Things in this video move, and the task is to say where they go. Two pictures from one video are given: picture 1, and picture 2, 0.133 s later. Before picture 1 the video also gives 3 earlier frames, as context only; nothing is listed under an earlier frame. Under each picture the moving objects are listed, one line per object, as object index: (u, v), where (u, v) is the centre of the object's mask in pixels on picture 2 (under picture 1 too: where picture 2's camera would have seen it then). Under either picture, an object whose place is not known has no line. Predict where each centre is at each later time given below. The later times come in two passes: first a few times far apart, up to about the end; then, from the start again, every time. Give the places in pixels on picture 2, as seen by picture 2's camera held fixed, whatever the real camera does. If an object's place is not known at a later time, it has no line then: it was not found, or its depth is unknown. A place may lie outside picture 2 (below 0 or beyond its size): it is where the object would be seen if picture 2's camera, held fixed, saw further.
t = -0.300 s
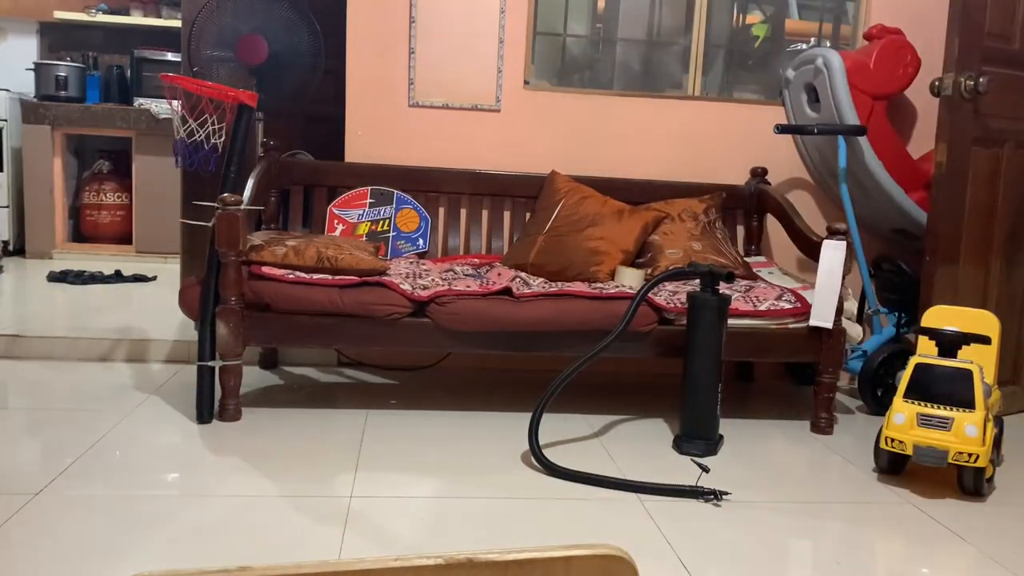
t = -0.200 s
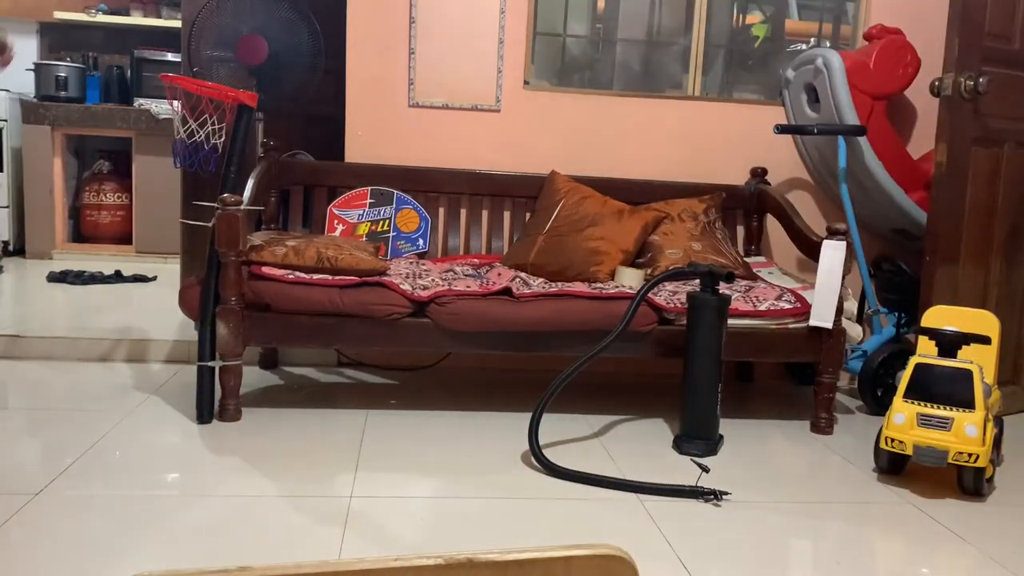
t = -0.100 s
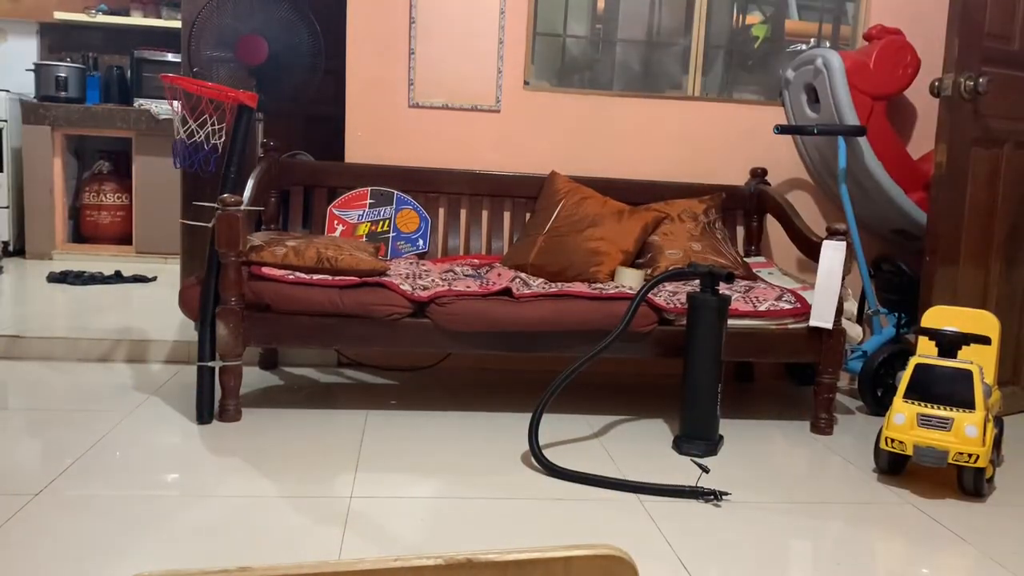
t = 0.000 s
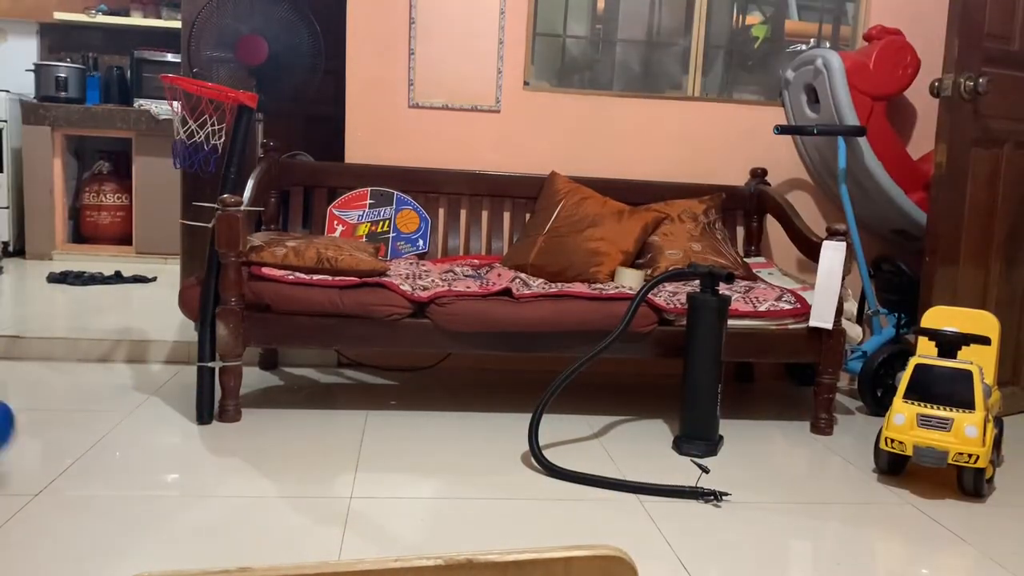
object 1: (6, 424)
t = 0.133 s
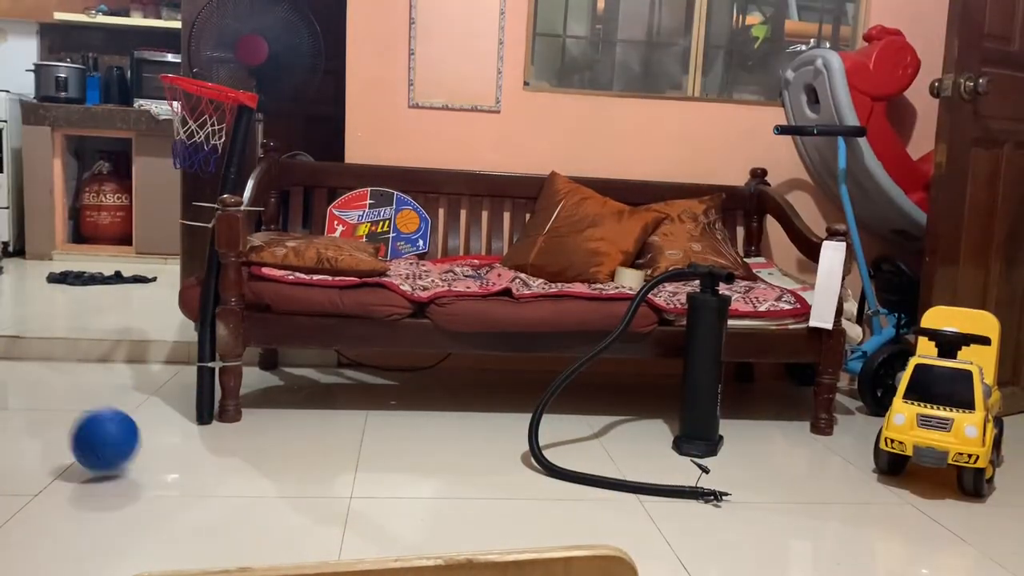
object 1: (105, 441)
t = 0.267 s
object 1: (226, 457)
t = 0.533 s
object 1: (467, 455)
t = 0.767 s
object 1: (675, 497)
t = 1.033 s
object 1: (914, 521)
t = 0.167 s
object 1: (136, 433)
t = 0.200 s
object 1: (166, 422)
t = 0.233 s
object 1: (196, 433)
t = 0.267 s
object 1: (226, 457)
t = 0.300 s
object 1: (257, 436)
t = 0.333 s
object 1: (287, 436)
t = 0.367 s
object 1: (317, 459)
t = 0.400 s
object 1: (347, 450)
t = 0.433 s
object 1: (378, 445)
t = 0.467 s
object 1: (407, 461)
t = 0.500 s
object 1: (437, 461)
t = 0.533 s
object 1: (467, 455)
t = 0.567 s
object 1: (496, 469)
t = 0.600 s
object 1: (527, 473)
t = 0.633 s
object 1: (557, 465)
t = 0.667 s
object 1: (586, 481)
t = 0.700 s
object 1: (616, 482)
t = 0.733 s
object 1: (646, 478)
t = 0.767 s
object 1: (675, 497)
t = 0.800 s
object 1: (705, 488)
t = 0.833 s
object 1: (735, 490)
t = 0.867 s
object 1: (763, 508)
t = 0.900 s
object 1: (795, 497)
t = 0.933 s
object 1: (824, 510)
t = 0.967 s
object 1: (855, 508)
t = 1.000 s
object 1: (885, 510)
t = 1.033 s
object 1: (914, 521)
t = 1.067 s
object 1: (944, 514)
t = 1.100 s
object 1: (972, 530)
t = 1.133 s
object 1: (997, 523)
